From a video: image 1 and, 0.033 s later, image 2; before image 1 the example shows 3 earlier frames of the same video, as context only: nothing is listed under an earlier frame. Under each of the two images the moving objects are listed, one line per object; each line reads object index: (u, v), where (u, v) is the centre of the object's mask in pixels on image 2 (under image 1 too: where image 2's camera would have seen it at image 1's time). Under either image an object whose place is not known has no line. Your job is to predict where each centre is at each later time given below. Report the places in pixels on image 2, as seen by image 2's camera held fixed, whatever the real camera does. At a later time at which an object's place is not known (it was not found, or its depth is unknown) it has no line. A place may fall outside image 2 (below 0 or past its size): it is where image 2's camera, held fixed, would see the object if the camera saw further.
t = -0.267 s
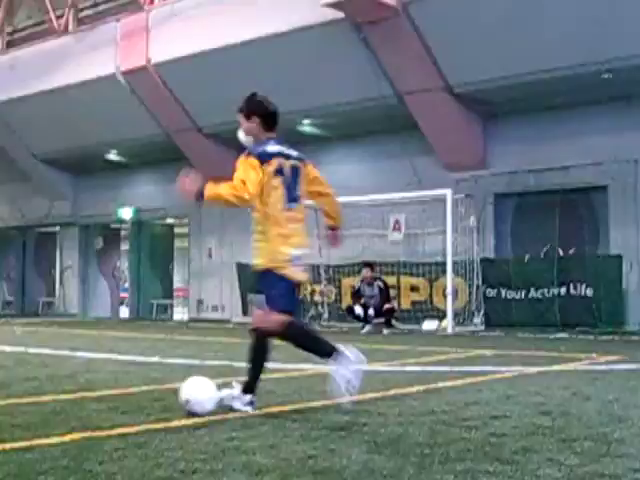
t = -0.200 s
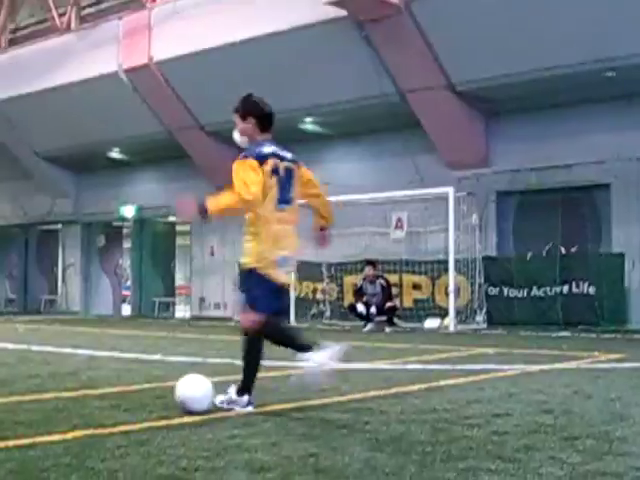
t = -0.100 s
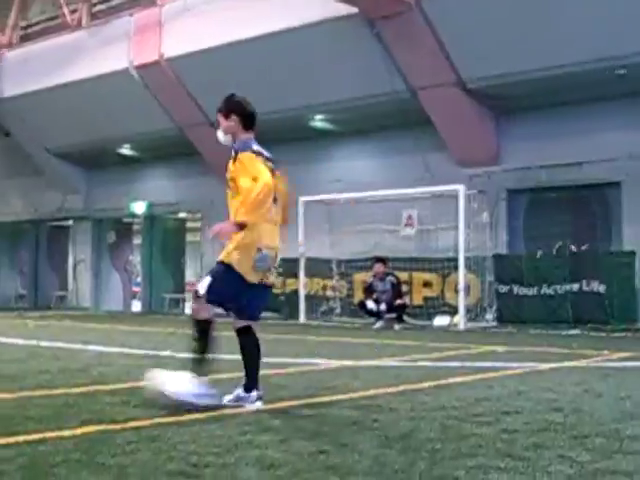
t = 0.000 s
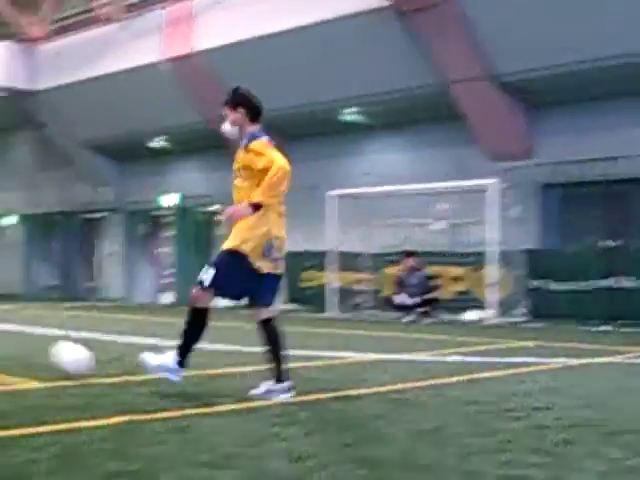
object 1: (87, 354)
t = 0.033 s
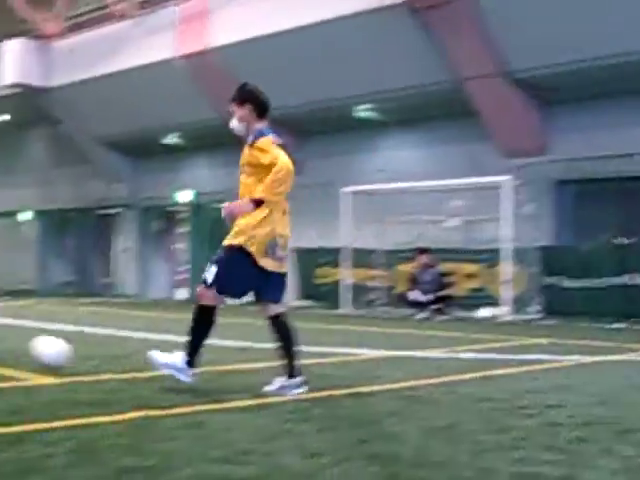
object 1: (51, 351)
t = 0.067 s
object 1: (17, 349)
